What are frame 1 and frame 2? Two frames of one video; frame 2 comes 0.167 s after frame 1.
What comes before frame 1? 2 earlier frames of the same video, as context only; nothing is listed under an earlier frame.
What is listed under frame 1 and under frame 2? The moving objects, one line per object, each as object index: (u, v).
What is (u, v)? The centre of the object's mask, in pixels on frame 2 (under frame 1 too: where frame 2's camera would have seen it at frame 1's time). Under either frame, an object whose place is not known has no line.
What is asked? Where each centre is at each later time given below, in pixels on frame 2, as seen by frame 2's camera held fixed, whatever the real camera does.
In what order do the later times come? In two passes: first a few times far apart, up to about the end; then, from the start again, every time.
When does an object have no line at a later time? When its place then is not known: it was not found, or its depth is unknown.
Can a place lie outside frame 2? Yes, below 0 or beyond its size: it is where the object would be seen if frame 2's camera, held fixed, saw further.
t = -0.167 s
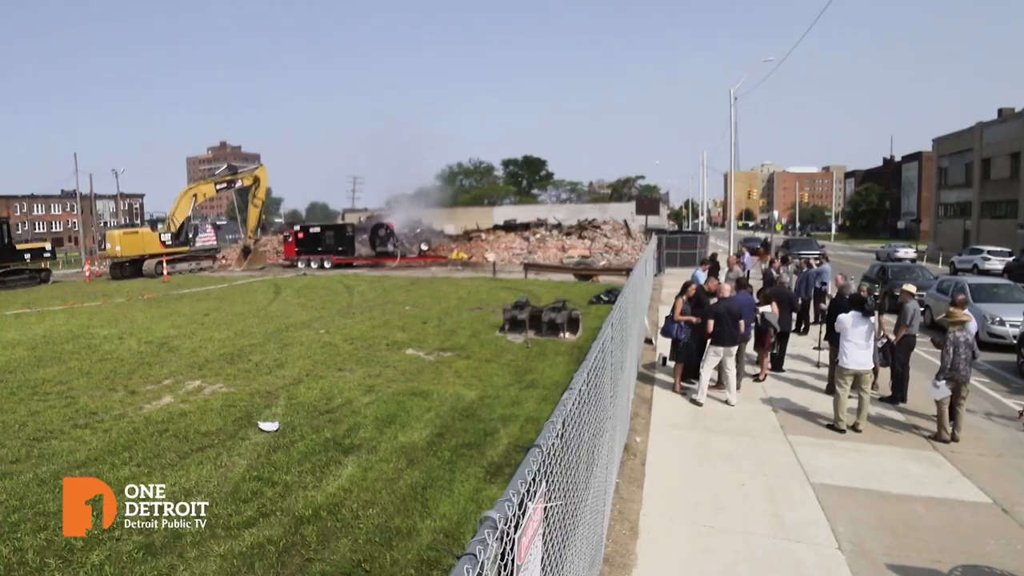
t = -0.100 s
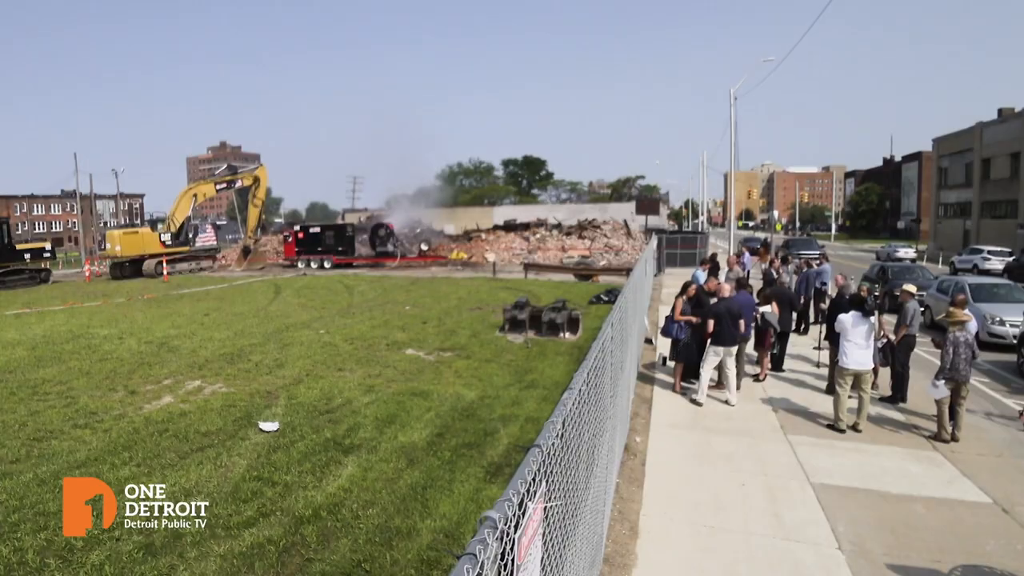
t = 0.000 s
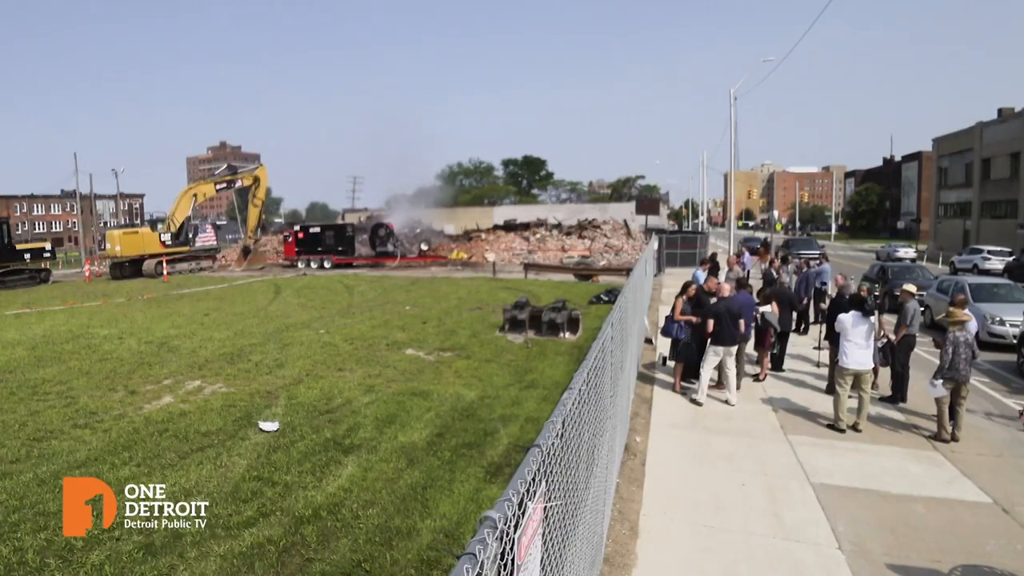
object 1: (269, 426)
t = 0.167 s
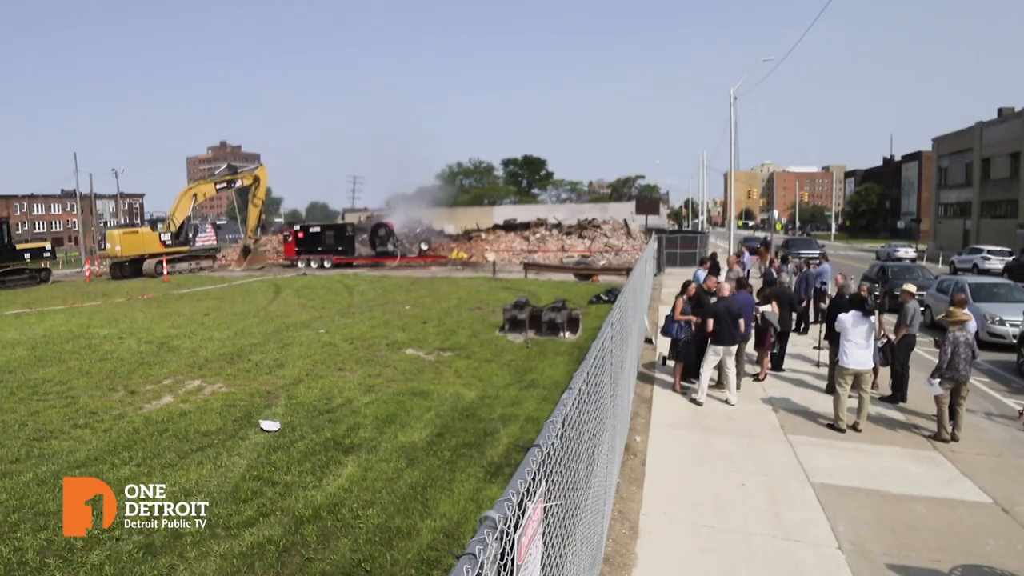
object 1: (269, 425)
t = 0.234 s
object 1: (269, 425)
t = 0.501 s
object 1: (271, 424)
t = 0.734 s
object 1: (276, 432)
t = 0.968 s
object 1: (284, 434)
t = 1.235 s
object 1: (280, 437)
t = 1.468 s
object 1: (281, 455)
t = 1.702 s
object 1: (287, 477)
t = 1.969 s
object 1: (304, 487)
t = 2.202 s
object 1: (305, 492)
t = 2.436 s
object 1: (305, 492)
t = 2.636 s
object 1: (305, 492)
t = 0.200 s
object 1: (269, 425)
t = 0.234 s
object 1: (269, 425)
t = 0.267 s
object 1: (269, 425)
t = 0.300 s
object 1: (269, 425)
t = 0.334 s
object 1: (269, 425)
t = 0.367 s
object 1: (270, 425)
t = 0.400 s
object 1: (269, 425)
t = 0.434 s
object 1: (270, 425)
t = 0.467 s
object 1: (270, 424)
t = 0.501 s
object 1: (271, 424)
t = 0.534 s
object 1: (272, 424)
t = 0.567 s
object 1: (273, 425)
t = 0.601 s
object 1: (275, 427)
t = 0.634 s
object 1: (275, 428)
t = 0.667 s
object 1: (276, 430)
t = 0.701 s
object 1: (276, 432)
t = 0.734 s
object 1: (276, 432)
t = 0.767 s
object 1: (276, 432)
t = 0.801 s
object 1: (277, 432)
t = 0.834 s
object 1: (278, 432)
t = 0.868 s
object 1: (280, 433)
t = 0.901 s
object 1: (281, 433)
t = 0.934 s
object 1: (282, 434)
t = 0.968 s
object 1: (284, 434)
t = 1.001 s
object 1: (285, 433)
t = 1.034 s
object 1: (285, 433)
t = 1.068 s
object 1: (285, 433)
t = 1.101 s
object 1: (284, 433)
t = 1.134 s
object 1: (283, 434)
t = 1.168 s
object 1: (282, 434)
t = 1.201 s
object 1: (281, 436)
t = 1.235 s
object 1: (280, 437)
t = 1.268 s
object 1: (280, 439)
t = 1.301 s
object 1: (280, 441)
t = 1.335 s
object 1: (280, 444)
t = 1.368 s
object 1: (281, 446)
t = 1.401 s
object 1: (281, 448)
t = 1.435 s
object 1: (281, 452)
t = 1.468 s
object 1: (281, 455)
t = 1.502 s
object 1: (282, 459)
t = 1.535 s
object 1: (282, 465)
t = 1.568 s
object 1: (282, 471)
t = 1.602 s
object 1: (284, 476)
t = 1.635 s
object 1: (285, 477)
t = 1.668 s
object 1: (286, 477)
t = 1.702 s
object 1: (287, 477)
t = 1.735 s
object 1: (288, 477)
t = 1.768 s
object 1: (290, 478)
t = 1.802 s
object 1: (292, 479)
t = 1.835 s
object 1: (294, 481)
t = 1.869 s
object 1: (296, 483)
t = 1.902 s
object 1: (299, 485)
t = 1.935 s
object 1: (302, 486)
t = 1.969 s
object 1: (304, 487)
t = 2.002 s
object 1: (305, 488)
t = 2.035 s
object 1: (306, 490)
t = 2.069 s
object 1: (306, 491)
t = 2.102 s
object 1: (306, 492)
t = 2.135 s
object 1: (305, 491)
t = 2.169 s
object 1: (305, 492)
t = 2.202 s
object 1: (305, 492)
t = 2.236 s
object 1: (305, 492)
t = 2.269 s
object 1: (305, 492)
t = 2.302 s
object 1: (305, 492)
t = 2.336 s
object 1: (305, 492)
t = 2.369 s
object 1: (305, 492)
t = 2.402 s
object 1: (305, 492)
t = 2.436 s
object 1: (305, 492)
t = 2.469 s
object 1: (305, 492)
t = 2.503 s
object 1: (305, 492)
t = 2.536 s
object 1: (305, 492)
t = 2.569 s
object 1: (305, 492)
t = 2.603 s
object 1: (305, 492)
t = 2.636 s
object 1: (305, 492)
